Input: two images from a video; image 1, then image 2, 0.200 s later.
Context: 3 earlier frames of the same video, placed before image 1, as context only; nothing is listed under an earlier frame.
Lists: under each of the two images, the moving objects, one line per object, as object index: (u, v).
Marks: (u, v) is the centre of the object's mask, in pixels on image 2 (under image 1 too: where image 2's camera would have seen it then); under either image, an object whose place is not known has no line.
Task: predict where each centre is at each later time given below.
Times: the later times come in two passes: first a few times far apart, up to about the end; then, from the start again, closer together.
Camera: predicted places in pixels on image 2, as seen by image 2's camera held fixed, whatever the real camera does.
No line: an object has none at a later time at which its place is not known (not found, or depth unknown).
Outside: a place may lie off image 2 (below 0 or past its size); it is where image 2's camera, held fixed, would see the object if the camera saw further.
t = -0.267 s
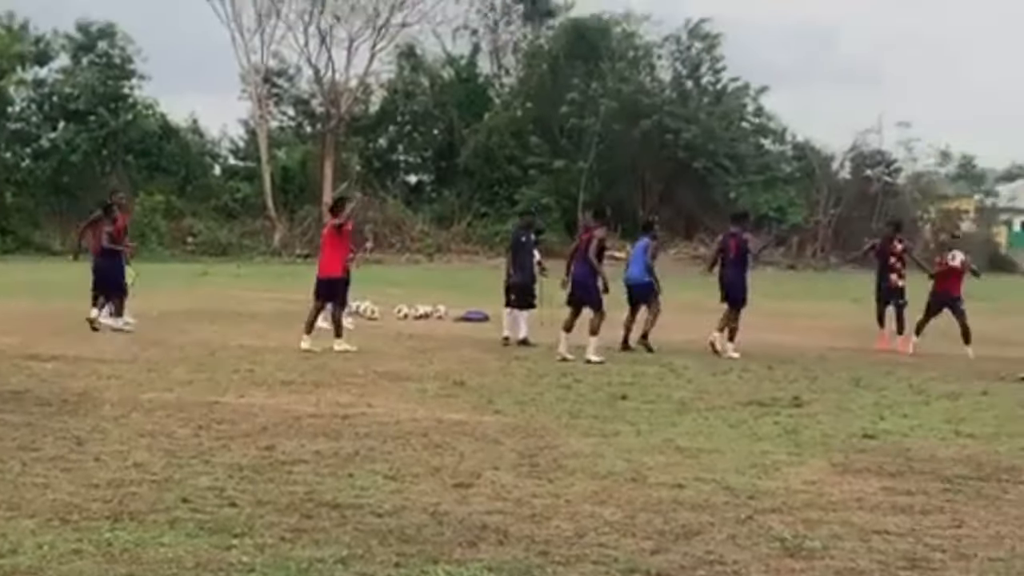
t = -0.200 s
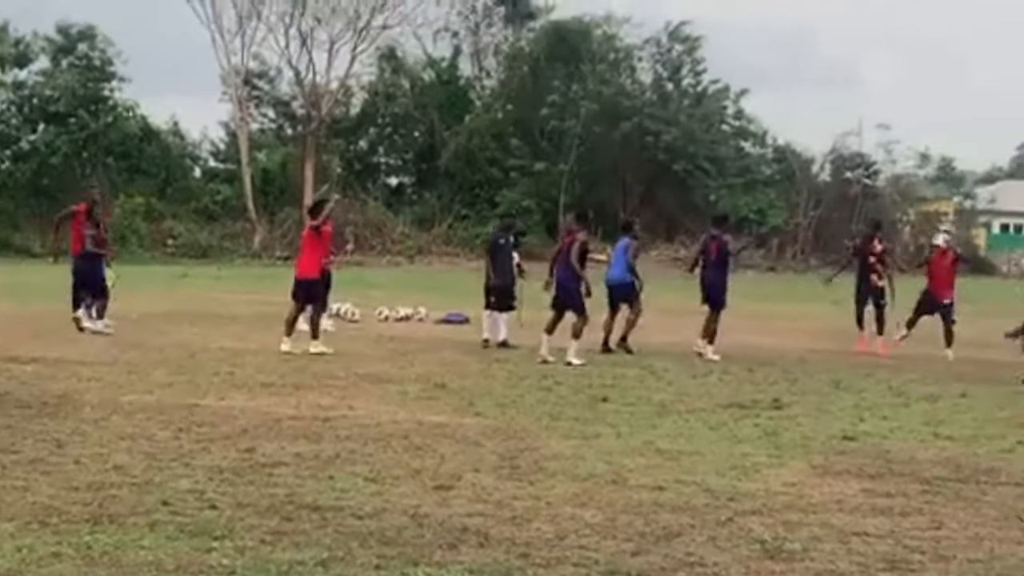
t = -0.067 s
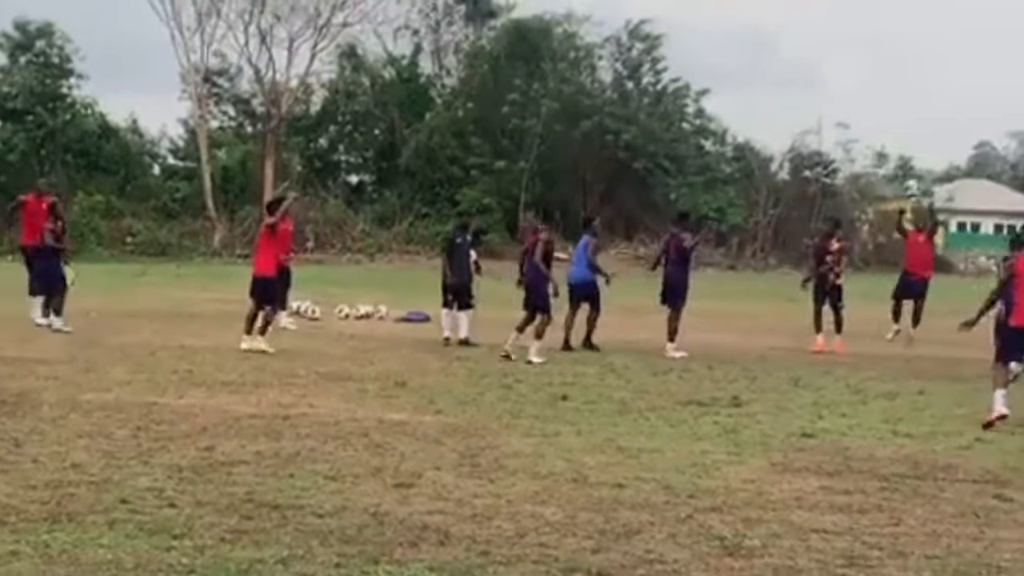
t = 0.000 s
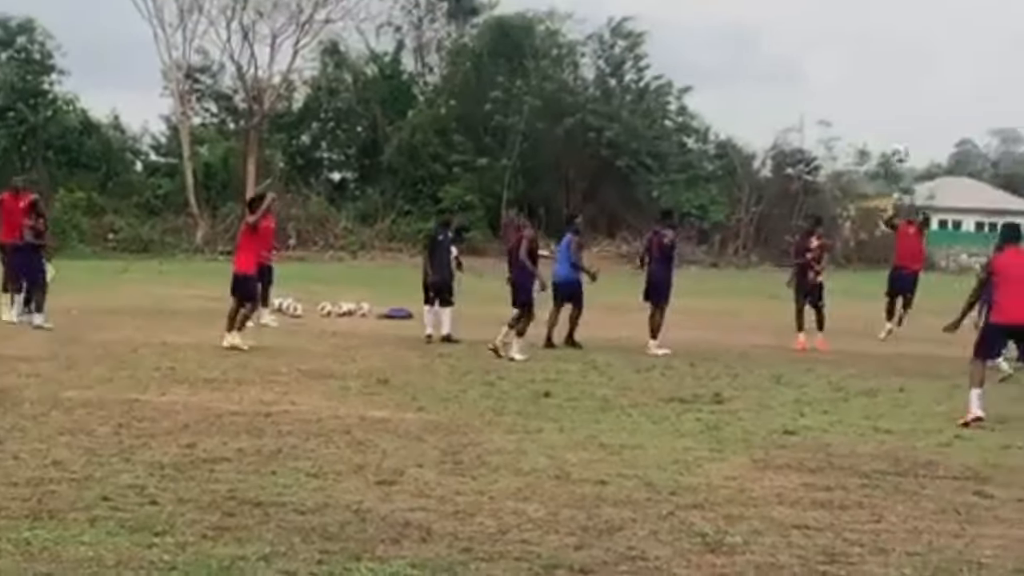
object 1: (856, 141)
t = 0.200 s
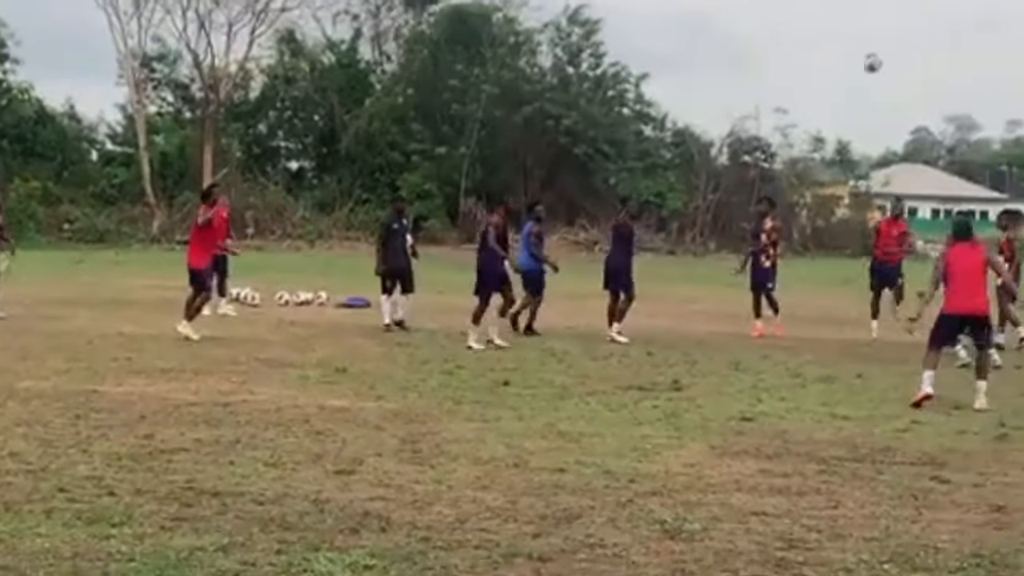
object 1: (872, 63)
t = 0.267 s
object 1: (877, 42)
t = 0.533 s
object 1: (898, 0)
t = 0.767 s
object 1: (920, 8)
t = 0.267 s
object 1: (877, 42)
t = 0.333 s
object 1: (882, 25)
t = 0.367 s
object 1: (885, 18)
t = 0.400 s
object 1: (888, 11)
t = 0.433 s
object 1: (890, 6)
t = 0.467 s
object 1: (893, 3)
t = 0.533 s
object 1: (898, 0)
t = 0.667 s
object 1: (911, 1)
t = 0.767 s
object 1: (920, 8)
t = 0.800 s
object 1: (923, 18)
